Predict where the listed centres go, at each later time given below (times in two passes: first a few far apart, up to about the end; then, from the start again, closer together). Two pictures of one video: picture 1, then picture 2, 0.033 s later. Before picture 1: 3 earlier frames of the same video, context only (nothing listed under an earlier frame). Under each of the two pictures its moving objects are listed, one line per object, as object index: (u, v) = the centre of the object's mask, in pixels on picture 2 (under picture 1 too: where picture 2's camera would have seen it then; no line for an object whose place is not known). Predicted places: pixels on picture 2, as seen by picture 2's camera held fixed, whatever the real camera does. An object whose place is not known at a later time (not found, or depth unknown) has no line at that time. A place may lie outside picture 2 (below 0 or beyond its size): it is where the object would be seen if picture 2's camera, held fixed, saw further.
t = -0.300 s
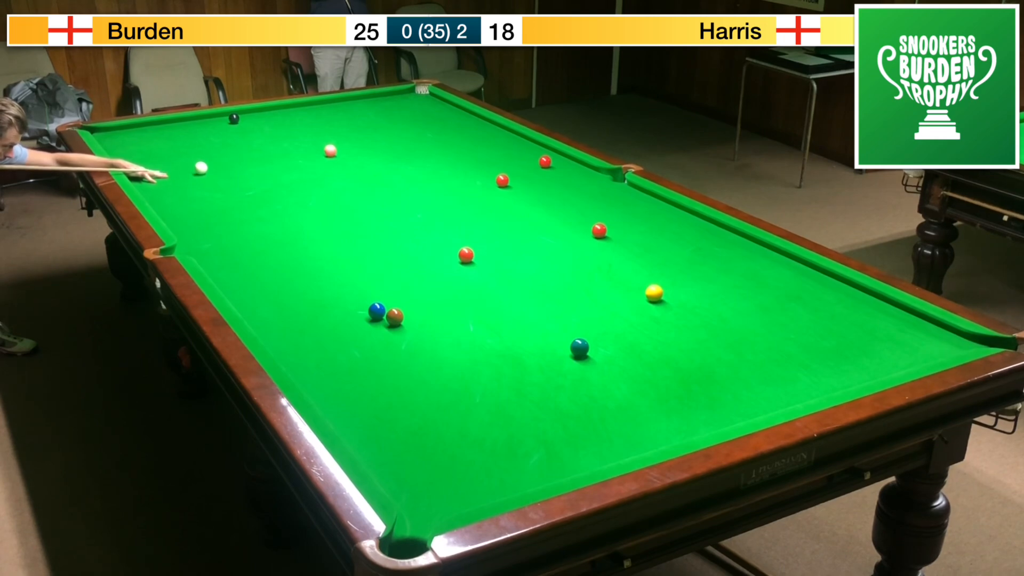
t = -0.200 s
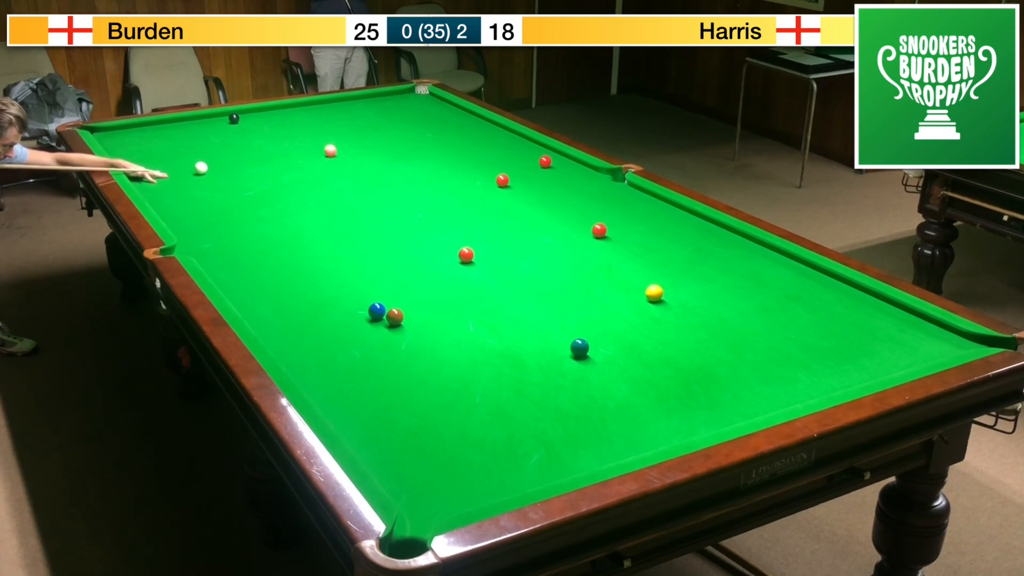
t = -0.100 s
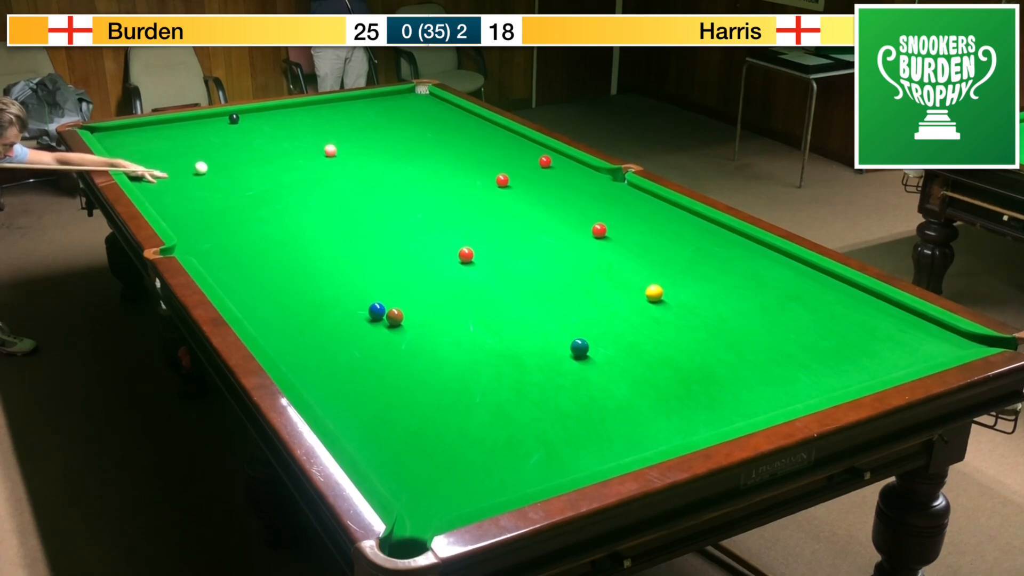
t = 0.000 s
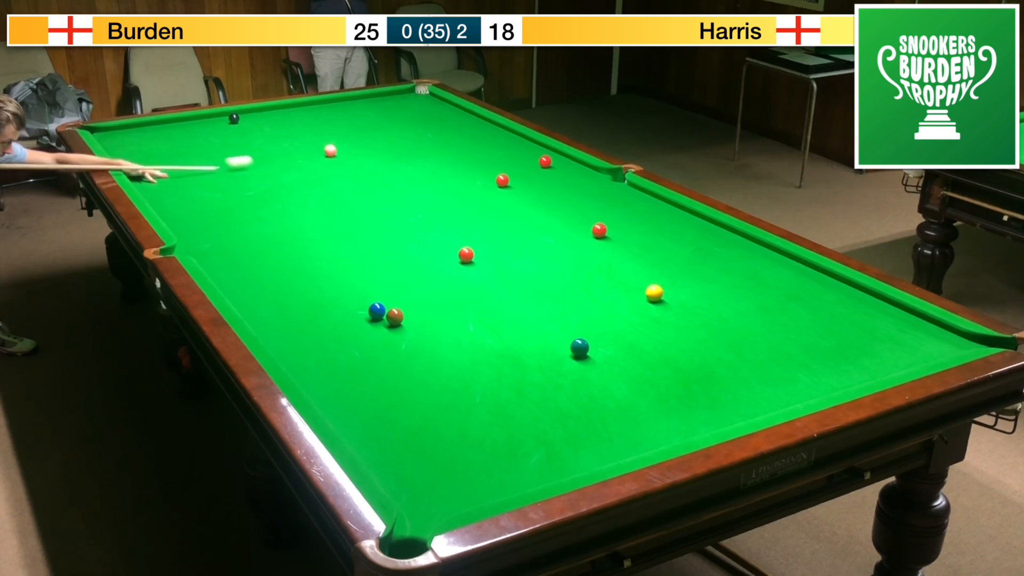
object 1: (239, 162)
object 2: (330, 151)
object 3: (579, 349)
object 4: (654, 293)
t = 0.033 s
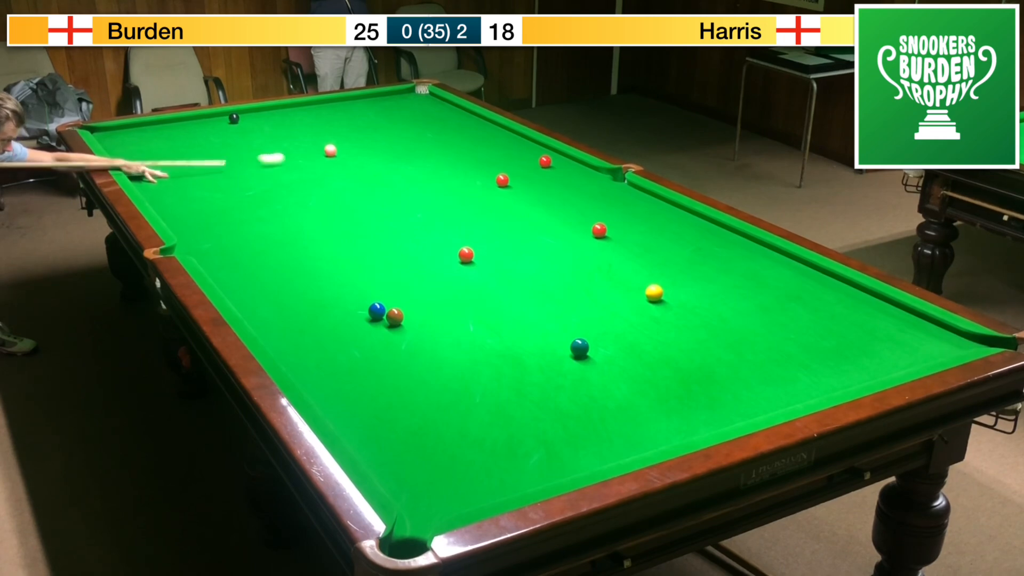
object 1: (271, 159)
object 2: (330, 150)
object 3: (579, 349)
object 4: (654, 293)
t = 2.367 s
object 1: (475, 144)
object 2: (435, 131)
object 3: (531, 374)
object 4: (753, 320)
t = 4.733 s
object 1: (460, 143)
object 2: (423, 193)
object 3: (400, 451)
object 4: (860, 349)
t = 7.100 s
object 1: (460, 143)
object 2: (416, 217)
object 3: (406, 450)
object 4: (860, 348)
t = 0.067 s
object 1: (302, 155)
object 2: (330, 151)
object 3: (579, 349)
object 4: (654, 293)
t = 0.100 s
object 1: (330, 152)
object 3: (579, 349)
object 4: (654, 293)
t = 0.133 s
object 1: (355, 153)
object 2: (334, 146)
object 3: (579, 349)
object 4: (654, 293)
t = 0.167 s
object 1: (379, 154)
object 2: (338, 143)
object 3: (579, 349)
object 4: (654, 293)
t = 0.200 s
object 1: (403, 155)
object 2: (341, 140)
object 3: (579, 349)
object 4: (654, 293)
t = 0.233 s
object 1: (426, 156)
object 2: (344, 136)
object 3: (579, 349)
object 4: (654, 293)
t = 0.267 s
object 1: (449, 157)
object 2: (346, 134)
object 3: (579, 349)
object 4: (654, 293)
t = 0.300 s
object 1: (471, 157)
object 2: (349, 131)
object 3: (579, 349)
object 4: (654, 293)
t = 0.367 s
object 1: (514, 159)
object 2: (353, 126)
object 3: (579, 349)
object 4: (654, 293)
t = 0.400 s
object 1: (533, 159)
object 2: (355, 124)
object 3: (579, 349)
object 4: (654, 293)
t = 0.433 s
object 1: (537, 158)
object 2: (357, 122)
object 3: (579, 349)
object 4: (654, 293)
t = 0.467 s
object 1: (540, 157)
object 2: (359, 120)
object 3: (579, 349)
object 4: (654, 293)
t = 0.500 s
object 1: (542, 156)
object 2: (362, 117)
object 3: (579, 349)
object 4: (654, 293)
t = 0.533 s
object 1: (544, 155)
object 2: (364, 115)
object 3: (579, 349)
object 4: (654, 293)
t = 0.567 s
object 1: (546, 153)
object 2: (366, 113)
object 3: (579, 349)
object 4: (654, 293)
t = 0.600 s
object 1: (548, 153)
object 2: (368, 111)
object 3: (579, 349)
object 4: (654, 293)
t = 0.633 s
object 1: (549, 152)
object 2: (370, 109)
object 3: (579, 349)
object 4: (654, 293)
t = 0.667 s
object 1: (551, 151)
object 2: (372, 107)
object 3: (579, 349)
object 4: (654, 293)
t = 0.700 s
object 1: (552, 151)
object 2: (373, 105)
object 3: (579, 349)
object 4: (654, 293)
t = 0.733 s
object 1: (552, 150)
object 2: (375, 103)
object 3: (579, 349)
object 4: (654, 293)
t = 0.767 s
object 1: (549, 150)
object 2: (377, 101)
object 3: (579, 349)
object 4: (654, 293)
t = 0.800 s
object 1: (547, 150)
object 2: (379, 99)
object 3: (579, 349)
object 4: (654, 293)
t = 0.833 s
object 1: (545, 150)
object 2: (381, 97)
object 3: (579, 349)
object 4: (654, 293)
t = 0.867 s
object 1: (543, 149)
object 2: (382, 95)
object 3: (579, 349)
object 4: (654, 293)
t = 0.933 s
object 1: (538, 149)
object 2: (388, 94)
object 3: (579, 349)
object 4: (654, 293)
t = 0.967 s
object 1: (536, 149)
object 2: (393, 95)
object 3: (579, 349)
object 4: (654, 293)
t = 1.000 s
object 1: (534, 149)
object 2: (398, 95)
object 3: (579, 349)
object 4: (654, 293)
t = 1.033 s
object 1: (532, 148)
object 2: (403, 95)
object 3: (579, 349)
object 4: (654, 293)
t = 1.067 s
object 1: (531, 148)
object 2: (407, 96)
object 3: (579, 349)
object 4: (654, 293)
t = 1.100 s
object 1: (528, 148)
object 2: (412, 96)
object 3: (579, 349)
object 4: (654, 293)
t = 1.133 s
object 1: (527, 148)
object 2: (416, 97)
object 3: (579, 349)
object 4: (654, 293)
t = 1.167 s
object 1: (525, 148)
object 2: (421, 98)
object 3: (579, 349)
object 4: (654, 293)
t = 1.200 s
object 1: (523, 148)
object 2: (426, 98)
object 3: (579, 349)
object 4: (654, 293)
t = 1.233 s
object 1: (521, 147)
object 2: (430, 98)
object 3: (579, 349)
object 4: (654, 293)
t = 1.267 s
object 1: (519, 147)
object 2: (435, 99)
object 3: (579, 349)
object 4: (654, 293)
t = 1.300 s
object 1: (518, 147)
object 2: (439, 99)
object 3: (579, 349)
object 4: (654, 293)
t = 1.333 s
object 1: (516, 147)
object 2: (441, 100)
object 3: (579, 349)
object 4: (654, 293)
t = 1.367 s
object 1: (514, 147)
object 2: (441, 101)
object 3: (579, 349)
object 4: (654, 293)
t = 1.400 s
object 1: (512, 147)
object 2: (441, 102)
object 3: (579, 349)
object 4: (654, 293)
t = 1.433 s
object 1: (510, 147)
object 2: (440, 103)
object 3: (579, 349)
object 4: (654, 293)
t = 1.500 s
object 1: (507, 146)
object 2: (440, 105)
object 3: (579, 349)
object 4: (654, 293)
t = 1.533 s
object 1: (506, 146)
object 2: (440, 106)
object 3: (579, 349)
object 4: (658, 294)
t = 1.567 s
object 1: (504, 146)
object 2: (440, 107)
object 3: (579, 349)
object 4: (664, 296)
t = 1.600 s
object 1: (503, 146)
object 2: (439, 108)
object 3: (579, 349)
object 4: (668, 297)
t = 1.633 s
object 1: (501, 146)
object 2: (439, 109)
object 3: (579, 349)
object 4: (672, 298)
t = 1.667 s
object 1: (500, 146)
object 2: (439, 110)
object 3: (579, 349)
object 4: (676, 299)
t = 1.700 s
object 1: (498, 145)
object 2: (439, 111)
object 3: (579, 349)
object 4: (680, 300)
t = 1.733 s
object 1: (497, 145)
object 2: (439, 112)
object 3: (579, 349)
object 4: (684, 301)
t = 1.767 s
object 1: (495, 145)
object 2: (439, 113)
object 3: (579, 349)
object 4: (688, 303)
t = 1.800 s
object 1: (494, 145)
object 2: (438, 114)
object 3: (579, 349)
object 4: (692, 304)
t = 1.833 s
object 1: (493, 145)
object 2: (438, 115)
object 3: (579, 349)
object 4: (696, 305)
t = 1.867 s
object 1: (491, 145)
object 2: (438, 116)
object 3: (579, 349)
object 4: (700, 306)
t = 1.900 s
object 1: (490, 145)
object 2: (438, 117)
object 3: (579, 349)
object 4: (704, 307)
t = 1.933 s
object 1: (489, 145)
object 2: (438, 118)
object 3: (579, 349)
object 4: (707, 308)
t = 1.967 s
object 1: (487, 145)
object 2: (438, 119)
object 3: (579, 349)
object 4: (711, 309)
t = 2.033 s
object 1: (485, 144)
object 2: (437, 121)
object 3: (571, 353)
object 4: (718, 311)
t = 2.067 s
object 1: (484, 144)
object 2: (437, 122)
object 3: (566, 355)
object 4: (722, 312)
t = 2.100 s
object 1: (483, 144)
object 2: (437, 124)
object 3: (562, 358)
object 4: (726, 313)
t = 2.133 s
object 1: (482, 144)
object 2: (437, 124)
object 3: (558, 360)
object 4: (729, 314)
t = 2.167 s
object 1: (481, 144)
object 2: (436, 125)
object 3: (554, 362)
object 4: (733, 315)
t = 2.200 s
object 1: (480, 144)
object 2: (436, 126)
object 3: (550, 364)
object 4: (736, 316)
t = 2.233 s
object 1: (479, 144)
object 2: (436, 128)
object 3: (546, 366)
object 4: (740, 317)
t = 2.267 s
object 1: (478, 144)
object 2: (436, 128)
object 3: (542, 368)
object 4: (743, 317)
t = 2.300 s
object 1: (477, 144)
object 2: (436, 129)
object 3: (539, 370)
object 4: (746, 318)
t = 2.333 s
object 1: (476, 144)
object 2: (436, 131)
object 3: (535, 372)
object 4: (750, 319)
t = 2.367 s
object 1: (475, 144)
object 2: (435, 131)
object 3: (531, 374)
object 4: (753, 320)
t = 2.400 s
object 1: (474, 144)
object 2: (435, 132)
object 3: (527, 376)
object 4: (756, 321)
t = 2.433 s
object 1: (473, 143)
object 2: (435, 133)
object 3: (523, 378)
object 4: (760, 322)
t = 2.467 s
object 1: (472, 143)
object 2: (435, 134)
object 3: (519, 380)
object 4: (763, 323)
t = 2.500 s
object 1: (471, 143)
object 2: (435, 135)
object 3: (516, 382)
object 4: (766, 324)
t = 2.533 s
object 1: (471, 143)
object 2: (435, 136)
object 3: (512, 384)
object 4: (769, 324)
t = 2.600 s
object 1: (469, 143)
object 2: (434, 138)
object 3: (504, 388)
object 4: (775, 326)
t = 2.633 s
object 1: (468, 143)
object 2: (434, 139)
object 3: (501, 390)
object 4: (778, 327)
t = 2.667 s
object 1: (468, 143)
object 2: (434, 140)
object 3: (497, 391)
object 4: (781, 328)
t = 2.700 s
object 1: (467, 143)
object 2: (434, 141)
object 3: (493, 393)
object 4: (784, 328)
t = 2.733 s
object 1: (466, 143)
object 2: (433, 142)
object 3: (489, 395)
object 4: (787, 329)
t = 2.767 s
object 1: (466, 143)
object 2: (433, 143)
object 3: (486, 397)
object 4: (790, 330)
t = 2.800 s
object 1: (465, 143)
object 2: (433, 144)
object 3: (482, 399)
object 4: (792, 331)
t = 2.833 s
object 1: (465, 143)
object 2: (433, 145)
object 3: (478, 401)
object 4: (795, 331)
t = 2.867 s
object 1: (464, 143)
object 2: (433, 146)
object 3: (475, 403)
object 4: (797, 332)
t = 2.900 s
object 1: (464, 143)
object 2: (432, 147)
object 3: (471, 405)
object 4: (800, 333)
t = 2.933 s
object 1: (463, 143)
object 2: (432, 148)
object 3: (468, 407)
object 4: (802, 333)
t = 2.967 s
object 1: (463, 143)
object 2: (432, 149)
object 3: (464, 408)
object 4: (805, 334)
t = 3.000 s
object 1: (463, 143)
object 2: (432, 150)
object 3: (460, 410)
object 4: (808, 334)
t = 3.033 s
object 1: (462, 143)
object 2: (432, 151)
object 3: (457, 412)
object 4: (810, 335)
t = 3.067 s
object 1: (462, 143)
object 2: (432, 152)
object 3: (453, 414)
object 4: (812, 336)
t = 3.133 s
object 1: (461, 143)
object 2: (431, 154)
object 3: (446, 418)
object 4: (817, 337)
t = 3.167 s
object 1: (461, 143)
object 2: (431, 155)
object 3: (442, 419)
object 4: (819, 338)
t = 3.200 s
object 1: (461, 143)
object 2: (431, 155)
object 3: (439, 421)
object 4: (821, 338)
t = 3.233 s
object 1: (461, 143)
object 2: (431, 156)
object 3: (436, 423)
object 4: (823, 339)
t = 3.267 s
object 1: (460, 143)
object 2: (431, 157)
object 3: (432, 425)
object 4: (825, 340)
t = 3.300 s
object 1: (460, 143)
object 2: (430, 158)
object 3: (429, 426)
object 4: (827, 340)
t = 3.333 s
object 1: (460, 143)
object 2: (430, 159)
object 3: (425, 428)
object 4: (829, 341)
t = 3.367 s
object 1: (460, 143)
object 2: (430, 160)
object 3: (422, 430)
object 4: (831, 341)
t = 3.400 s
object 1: (460, 143)
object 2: (430, 161)
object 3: (419, 431)
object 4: (833, 342)
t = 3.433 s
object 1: (460, 143)
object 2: (430, 162)
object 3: (415, 433)
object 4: (834, 342)
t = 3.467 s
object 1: (460, 143)
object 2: (429, 163)
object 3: (412, 435)
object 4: (836, 343)
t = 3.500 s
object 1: (460, 143)
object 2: (429, 164)
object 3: (409, 437)
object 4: (838, 343)
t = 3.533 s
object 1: (460, 143)
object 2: (429, 164)
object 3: (405, 438)
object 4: (839, 343)
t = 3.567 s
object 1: (460, 143)
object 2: (429, 165)
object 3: (402, 440)
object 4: (841, 344)
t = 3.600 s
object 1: (460, 143)
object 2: (429, 166)
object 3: (399, 440)
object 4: (842, 344)
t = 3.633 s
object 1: (460, 143)
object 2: (429, 167)
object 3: (396, 442)
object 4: (844, 345)
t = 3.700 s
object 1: (460, 143)
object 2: (428, 169)
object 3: (390, 444)
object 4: (847, 345)
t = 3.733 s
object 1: (460, 143)
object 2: (428, 170)
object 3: (387, 446)
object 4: (848, 345)
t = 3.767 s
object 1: (460, 143)
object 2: (428, 170)
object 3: (384, 447)
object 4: (849, 346)
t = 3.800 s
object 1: (460, 143)
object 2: (428, 171)
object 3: (381, 448)
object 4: (850, 346)
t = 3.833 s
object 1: (460, 143)
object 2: (428, 172)
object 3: (378, 450)
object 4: (851, 346)
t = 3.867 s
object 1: (460, 143)
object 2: (427, 173)
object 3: (375, 451)
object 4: (852, 346)
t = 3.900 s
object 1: (460, 143)
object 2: (427, 174)
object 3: (372, 453)
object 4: (853, 347)
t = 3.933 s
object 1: (460, 143)
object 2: (427, 175)
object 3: (369, 455)
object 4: (854, 347)
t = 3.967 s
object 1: (460, 143)
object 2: (427, 175)
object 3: (367, 454)
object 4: (855, 347)
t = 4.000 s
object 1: (460, 143)
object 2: (427, 176)
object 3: (367, 455)
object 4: (856, 347)
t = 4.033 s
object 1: (460, 143)
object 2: (427, 177)
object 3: (369, 455)
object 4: (856, 348)
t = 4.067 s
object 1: (460, 143)
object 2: (426, 178)
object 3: (371, 455)
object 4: (857, 348)
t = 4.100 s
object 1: (460, 143)
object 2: (426, 179)
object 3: (373, 455)
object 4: (857, 348)
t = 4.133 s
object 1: (460, 143)
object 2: (426, 179)
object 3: (375, 455)
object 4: (858, 348)
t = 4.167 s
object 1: (460, 143)
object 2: (426, 180)
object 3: (377, 455)
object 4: (859, 348)
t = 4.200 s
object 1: (460, 143)
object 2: (426, 181)
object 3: (378, 454)
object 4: (859, 348)
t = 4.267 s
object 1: (460, 143)
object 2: (425, 182)
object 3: (382, 454)
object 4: (860, 349)
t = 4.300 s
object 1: (460, 143)
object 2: (425, 183)
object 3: (384, 454)
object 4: (860, 349)
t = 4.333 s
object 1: (460, 143)
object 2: (425, 184)
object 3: (385, 454)
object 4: (860, 349)
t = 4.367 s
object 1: (460, 143)
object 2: (425, 185)
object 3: (387, 453)
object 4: (861, 349)
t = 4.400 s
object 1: (460, 143)
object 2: (425, 185)
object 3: (388, 453)
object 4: (861, 349)
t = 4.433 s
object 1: (460, 143)
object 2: (425, 186)
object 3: (390, 453)
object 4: (861, 349)
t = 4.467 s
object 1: (460, 143)
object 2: (424, 187)
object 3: (391, 453)
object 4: (861, 349)
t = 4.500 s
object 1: (460, 143)
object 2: (424, 188)
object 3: (393, 453)
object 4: (861, 349)
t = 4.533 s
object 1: (460, 143)
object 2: (424, 188)
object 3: (394, 453)
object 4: (861, 349)
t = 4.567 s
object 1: (460, 143)
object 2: (424, 189)
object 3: (395, 452)
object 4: (861, 349)
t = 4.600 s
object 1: (460, 143)
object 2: (424, 190)
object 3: (396, 452)
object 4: (860, 349)
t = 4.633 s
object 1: (460, 143)
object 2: (424, 190)
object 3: (397, 452)
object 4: (860, 349)
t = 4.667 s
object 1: (460, 143)
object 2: (423, 191)
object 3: (398, 452)
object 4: (860, 349)
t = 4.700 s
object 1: (460, 143)
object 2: (423, 192)
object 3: (399, 452)
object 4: (860, 349)
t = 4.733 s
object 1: (460, 143)
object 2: (423, 193)
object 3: (400, 451)
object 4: (860, 349)
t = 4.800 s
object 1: (460, 143)
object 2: (423, 194)
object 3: (401, 451)
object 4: (860, 349)
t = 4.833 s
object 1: (460, 143)
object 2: (423, 195)
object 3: (402, 451)
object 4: (860, 349)
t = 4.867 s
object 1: (460, 143)
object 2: (422, 195)
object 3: (403, 451)
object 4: (860, 348)
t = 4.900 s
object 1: (460, 143)
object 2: (422, 196)
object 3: (403, 451)
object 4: (860, 348)
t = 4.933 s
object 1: (460, 143)
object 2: (422, 196)
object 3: (404, 451)
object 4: (860, 349)
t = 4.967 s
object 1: (460, 143)
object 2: (422, 197)
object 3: (404, 451)
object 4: (860, 349)
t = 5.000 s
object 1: (460, 143)
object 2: (421, 198)
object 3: (404, 451)
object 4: (860, 349)
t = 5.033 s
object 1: (460, 143)
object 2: (421, 198)
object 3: (405, 451)
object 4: (860, 349)
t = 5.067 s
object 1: (460, 142)
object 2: (421, 199)
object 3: (405, 451)
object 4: (860, 348)
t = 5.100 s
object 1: (460, 143)
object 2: (421, 199)
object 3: (405, 451)
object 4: (860, 348)
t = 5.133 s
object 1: (460, 143)
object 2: (421, 200)
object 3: (406, 451)
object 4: (860, 348)
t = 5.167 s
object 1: (460, 143)
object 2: (421, 200)
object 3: (406, 451)
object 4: (860, 348)
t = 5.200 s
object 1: (460, 143)
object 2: (421, 201)
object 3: (406, 451)
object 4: (860, 348)
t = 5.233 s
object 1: (460, 143)
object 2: (420, 201)
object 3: (406, 450)
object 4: (860, 349)
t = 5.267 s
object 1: (460, 143)
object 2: (420, 202)
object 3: (406, 450)
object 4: (860, 349)
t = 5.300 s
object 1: (460, 143)
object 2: (420, 203)
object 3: (406, 450)
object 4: (860, 349)
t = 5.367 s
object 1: (460, 143)
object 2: (419, 204)
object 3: (406, 450)
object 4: (860, 349)
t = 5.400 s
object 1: (460, 143)
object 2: (419, 204)
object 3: (406, 450)
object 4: (860, 349)
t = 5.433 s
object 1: (460, 143)
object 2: (419, 205)
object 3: (406, 450)
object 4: (860, 348)
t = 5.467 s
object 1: (460, 143)
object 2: (419, 205)
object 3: (406, 450)
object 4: (860, 348)
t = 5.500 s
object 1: (460, 143)
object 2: (419, 206)
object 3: (406, 450)
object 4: (860, 348)
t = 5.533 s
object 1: (460, 143)
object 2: (418, 206)
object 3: (406, 450)
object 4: (860, 348)
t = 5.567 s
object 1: (460, 143)
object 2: (418, 207)
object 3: (406, 450)
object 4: (860, 348)
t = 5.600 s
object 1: (460, 143)
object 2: (418, 207)
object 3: (406, 450)
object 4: (860, 348)
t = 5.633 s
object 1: (460, 143)
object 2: (418, 208)
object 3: (406, 450)
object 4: (860, 348)
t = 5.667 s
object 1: (460, 143)
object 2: (417, 208)
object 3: (406, 450)
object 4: (860, 348)
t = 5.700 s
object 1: (460, 143)
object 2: (417, 208)
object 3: (406, 450)
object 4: (860, 348)
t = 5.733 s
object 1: (460, 143)
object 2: (417, 208)
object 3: (406, 450)
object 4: (860, 348)
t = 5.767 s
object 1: (460, 143)
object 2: (417, 209)
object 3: (406, 450)
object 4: (860, 348)
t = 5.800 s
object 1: (460, 143)
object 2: (417, 210)
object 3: (406, 450)
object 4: (860, 349)
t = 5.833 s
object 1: (460, 143)
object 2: (417, 209)
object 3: (406, 450)
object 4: (860, 348)
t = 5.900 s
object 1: (460, 143)
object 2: (416, 210)
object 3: (406, 450)
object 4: (860, 348)
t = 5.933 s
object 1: (460, 143)
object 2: (416, 211)
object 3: (406, 450)
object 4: (860, 348)
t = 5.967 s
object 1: (460, 143)
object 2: (416, 211)
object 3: (406, 450)
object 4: (860, 349)
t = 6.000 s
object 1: (460, 143)
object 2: (416, 212)
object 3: (406, 451)
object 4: (860, 348)
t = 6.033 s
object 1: (460, 143)
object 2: (416, 212)
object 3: (406, 450)
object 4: (860, 348)
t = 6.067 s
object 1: (460, 143)
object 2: (416, 212)
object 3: (406, 450)
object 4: (860, 348)
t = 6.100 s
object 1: (460, 143)
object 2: (416, 212)
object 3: (406, 450)
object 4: (860, 349)
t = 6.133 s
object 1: (460, 143)
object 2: (416, 213)
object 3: (406, 451)
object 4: (860, 348)
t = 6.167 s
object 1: (460, 143)
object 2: (416, 213)
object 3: (406, 450)
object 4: (860, 349)
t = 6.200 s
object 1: (460, 143)
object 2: (416, 213)
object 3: (406, 451)
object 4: (860, 349)
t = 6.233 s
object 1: (460, 143)
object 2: (416, 214)
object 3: (406, 451)
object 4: (860, 348)
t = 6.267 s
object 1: (460, 143)
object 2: (416, 214)
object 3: (406, 451)
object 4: (860, 348)
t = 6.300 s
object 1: (460, 143)
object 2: (416, 214)
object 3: (406, 451)
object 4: (860, 349)
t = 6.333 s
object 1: (460, 143)
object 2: (416, 214)
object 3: (406, 451)
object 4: (860, 349)
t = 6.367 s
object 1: (460, 143)
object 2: (416, 214)
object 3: (406, 451)
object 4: (860, 349)
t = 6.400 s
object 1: (460, 143)
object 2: (416, 215)
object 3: (406, 451)
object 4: (860, 349)
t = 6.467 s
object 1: (460, 143)
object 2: (416, 215)
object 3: (406, 451)
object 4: (860, 349)
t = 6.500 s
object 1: (460, 143)
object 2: (416, 215)
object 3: (406, 450)
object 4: (860, 349)
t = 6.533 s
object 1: (460, 143)
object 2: (416, 215)
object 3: (406, 451)
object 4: (860, 349)
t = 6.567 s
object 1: (460, 143)
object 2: (416, 216)
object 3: (406, 450)
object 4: (860, 348)
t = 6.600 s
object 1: (460, 143)
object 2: (416, 215)
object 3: (406, 451)
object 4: (860, 349)
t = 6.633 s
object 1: (460, 143)
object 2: (416, 216)
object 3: (406, 450)
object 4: (860, 348)
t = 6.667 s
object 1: (460, 143)
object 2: (416, 216)
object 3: (406, 451)
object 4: (860, 349)
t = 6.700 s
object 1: (460, 143)
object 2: (416, 216)
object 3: (406, 450)
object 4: (860, 349)
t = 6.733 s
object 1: (460, 143)
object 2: (416, 216)
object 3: (406, 451)
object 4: (860, 348)
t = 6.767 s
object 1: (460, 143)
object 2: (416, 216)
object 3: (406, 450)
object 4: (860, 348)
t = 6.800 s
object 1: (460, 143)
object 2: (416, 216)
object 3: (406, 450)
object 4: (860, 348)
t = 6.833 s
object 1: (460, 143)
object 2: (416, 216)
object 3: (406, 450)
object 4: (860, 348)
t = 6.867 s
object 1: (460, 143)
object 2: (416, 217)
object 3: (406, 451)
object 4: (860, 349)
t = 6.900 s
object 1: (460, 143)
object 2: (416, 217)
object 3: (406, 450)
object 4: (860, 348)
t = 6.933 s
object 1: (460, 143)
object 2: (416, 217)
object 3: (406, 450)
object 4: (860, 349)
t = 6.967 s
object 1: (460, 143)
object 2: (416, 217)
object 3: (406, 450)
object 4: (860, 348)
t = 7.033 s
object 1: (460, 143)
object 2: (416, 216)
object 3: (406, 450)
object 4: (860, 348)
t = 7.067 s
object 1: (460, 143)
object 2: (416, 217)
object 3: (406, 450)
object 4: (860, 348)
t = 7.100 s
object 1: (460, 143)
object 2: (416, 217)
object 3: (406, 450)
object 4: (860, 348)
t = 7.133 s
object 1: (460, 143)
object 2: (416, 216)
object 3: (406, 450)
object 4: (860, 349)
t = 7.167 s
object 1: (460, 143)
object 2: (416, 217)
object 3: (406, 451)
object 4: (860, 349)
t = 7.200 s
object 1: (460, 143)
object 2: (416, 216)
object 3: (406, 451)
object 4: (860, 349)
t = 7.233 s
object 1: (460, 143)
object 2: (416, 217)
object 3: (406, 451)
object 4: (860, 348)
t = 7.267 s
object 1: (460, 143)
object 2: (416, 217)
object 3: (406, 450)
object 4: (860, 349)
